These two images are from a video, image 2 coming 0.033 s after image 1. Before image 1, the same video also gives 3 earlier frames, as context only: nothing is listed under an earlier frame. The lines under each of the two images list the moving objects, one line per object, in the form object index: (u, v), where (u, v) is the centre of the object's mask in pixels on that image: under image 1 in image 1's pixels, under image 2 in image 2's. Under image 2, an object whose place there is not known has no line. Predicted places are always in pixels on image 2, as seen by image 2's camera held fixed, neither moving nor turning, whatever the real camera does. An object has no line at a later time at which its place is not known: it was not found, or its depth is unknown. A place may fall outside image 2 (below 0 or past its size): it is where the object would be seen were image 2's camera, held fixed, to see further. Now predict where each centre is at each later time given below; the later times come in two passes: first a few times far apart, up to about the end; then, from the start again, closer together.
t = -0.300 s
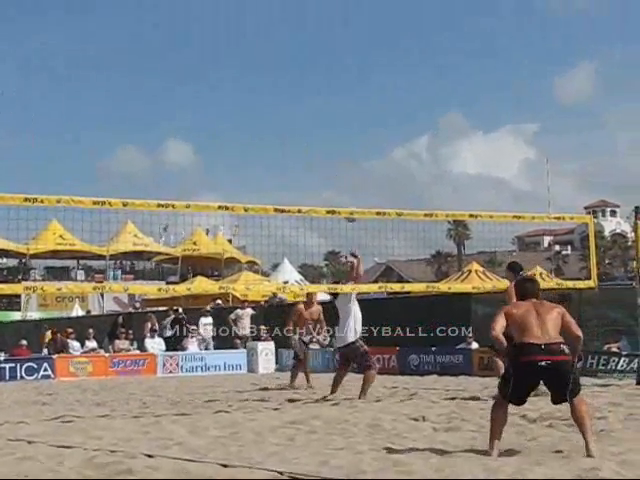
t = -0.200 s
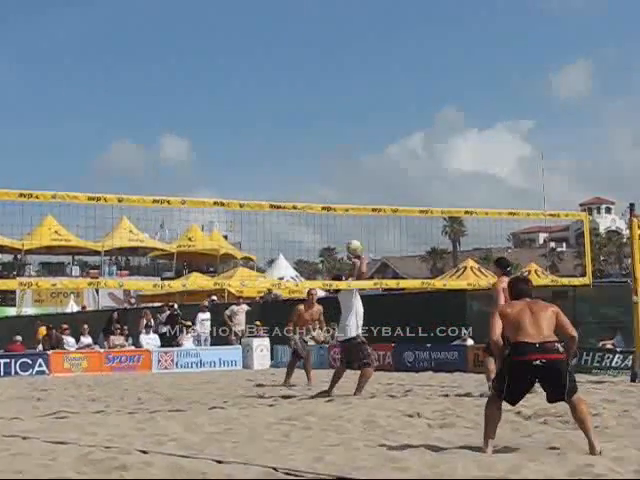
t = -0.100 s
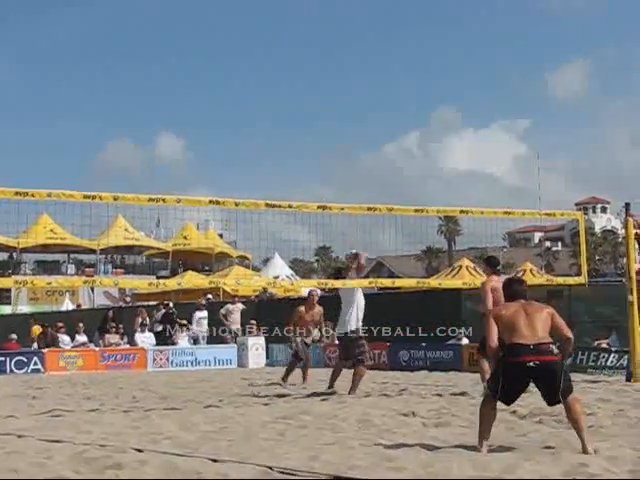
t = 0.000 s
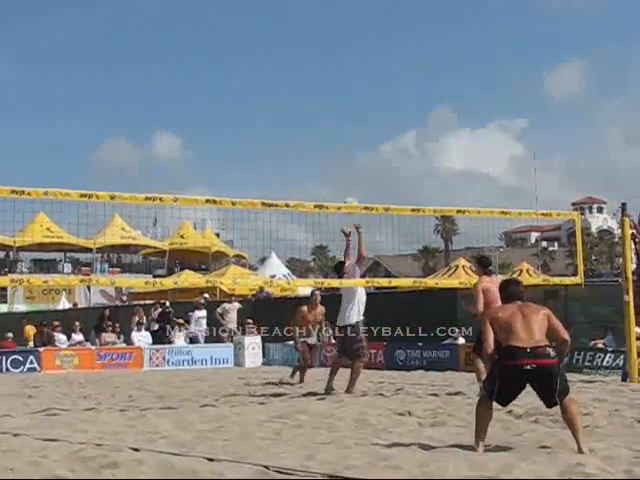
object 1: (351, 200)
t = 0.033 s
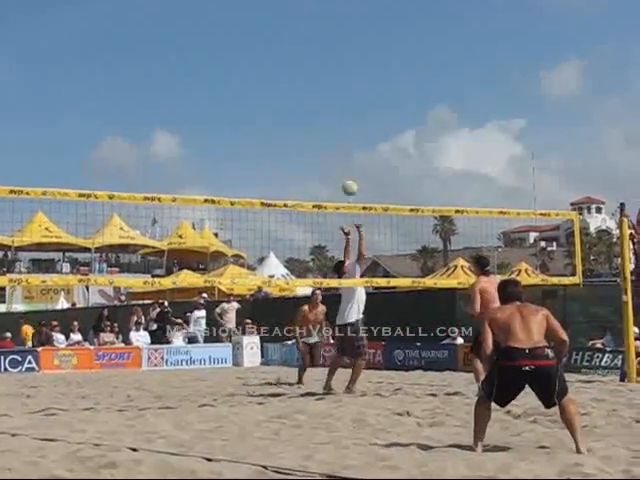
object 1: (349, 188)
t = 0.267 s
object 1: (355, 92)
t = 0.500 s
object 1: (361, 40)
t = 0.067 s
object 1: (350, 171)
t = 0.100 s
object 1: (350, 155)
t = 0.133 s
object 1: (351, 141)
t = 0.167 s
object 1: (352, 127)
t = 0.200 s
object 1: (353, 115)
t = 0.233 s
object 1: (354, 103)
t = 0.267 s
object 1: (355, 92)
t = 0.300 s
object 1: (356, 83)
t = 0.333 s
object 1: (358, 74)
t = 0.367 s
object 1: (359, 65)
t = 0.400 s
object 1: (360, 57)
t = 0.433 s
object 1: (360, 51)
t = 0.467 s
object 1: (361, 46)
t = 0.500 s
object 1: (361, 40)
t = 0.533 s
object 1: (361, 36)
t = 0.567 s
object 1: (361, 33)
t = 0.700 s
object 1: (366, 28)
